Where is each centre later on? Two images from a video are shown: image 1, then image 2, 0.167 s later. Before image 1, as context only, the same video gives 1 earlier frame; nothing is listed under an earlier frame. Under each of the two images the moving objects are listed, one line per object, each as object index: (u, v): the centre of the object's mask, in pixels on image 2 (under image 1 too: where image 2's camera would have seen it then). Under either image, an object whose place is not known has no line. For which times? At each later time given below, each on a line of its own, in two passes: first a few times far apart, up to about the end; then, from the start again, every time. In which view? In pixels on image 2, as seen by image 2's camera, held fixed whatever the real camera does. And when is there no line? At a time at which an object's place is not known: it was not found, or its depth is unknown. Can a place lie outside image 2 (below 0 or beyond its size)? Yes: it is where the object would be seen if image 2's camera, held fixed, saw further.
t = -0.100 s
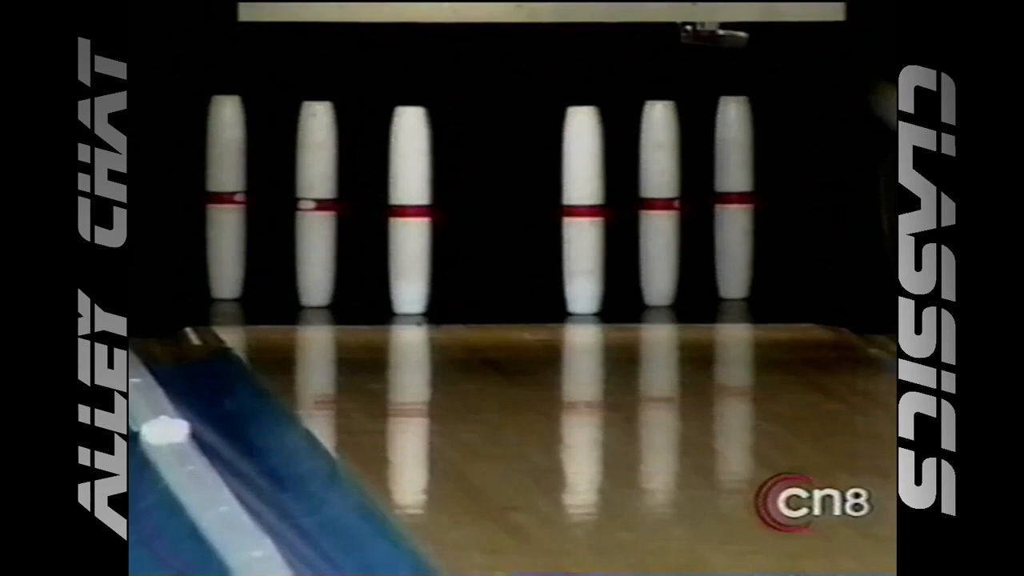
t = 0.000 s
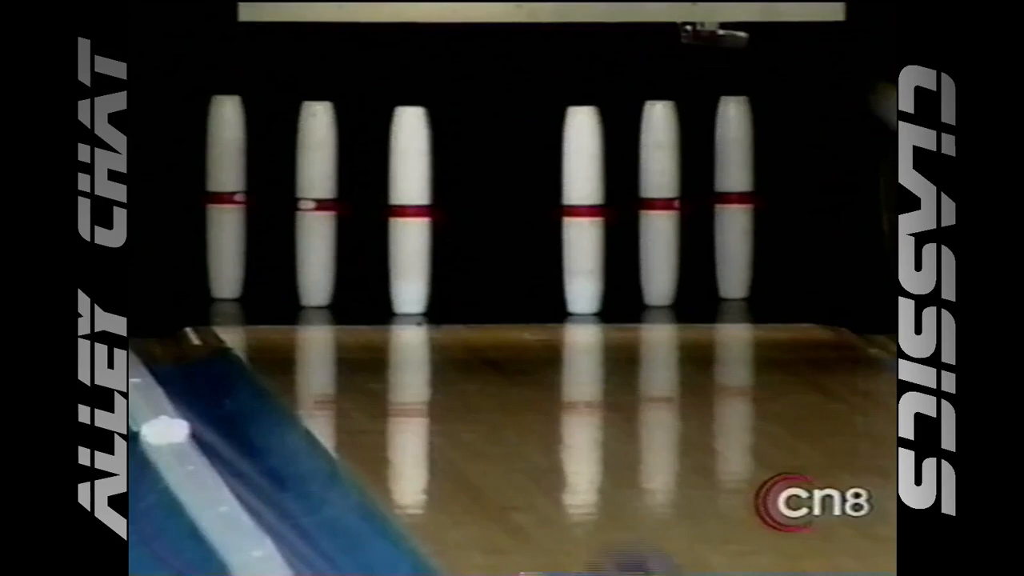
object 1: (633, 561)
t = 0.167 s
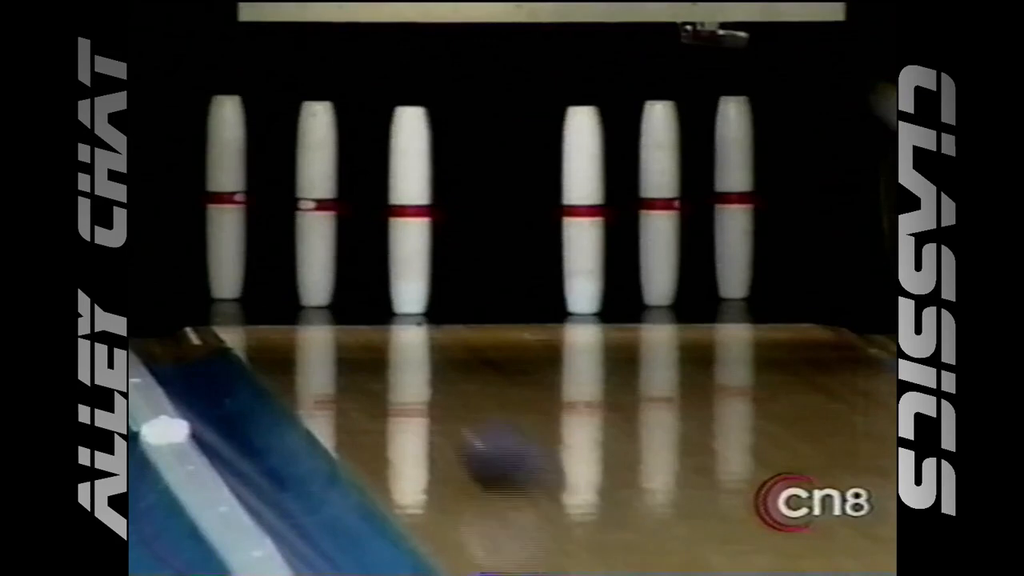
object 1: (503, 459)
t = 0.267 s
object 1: (435, 394)
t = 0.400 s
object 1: (355, 323)
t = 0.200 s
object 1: (474, 435)
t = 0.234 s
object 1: (453, 411)
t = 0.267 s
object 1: (435, 394)
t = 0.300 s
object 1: (414, 377)
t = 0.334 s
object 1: (387, 352)
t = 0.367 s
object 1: (375, 341)
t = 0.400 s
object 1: (355, 323)
